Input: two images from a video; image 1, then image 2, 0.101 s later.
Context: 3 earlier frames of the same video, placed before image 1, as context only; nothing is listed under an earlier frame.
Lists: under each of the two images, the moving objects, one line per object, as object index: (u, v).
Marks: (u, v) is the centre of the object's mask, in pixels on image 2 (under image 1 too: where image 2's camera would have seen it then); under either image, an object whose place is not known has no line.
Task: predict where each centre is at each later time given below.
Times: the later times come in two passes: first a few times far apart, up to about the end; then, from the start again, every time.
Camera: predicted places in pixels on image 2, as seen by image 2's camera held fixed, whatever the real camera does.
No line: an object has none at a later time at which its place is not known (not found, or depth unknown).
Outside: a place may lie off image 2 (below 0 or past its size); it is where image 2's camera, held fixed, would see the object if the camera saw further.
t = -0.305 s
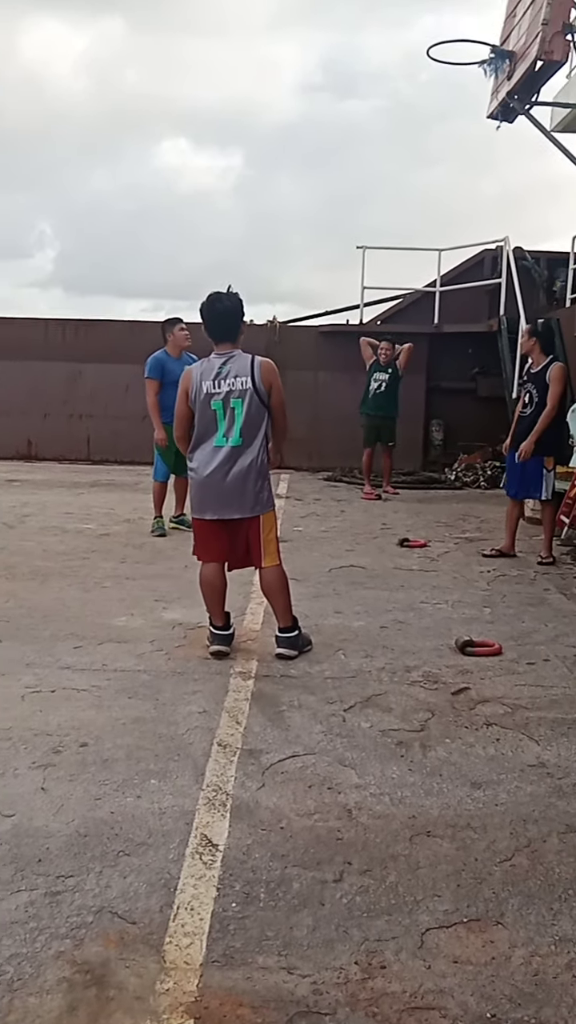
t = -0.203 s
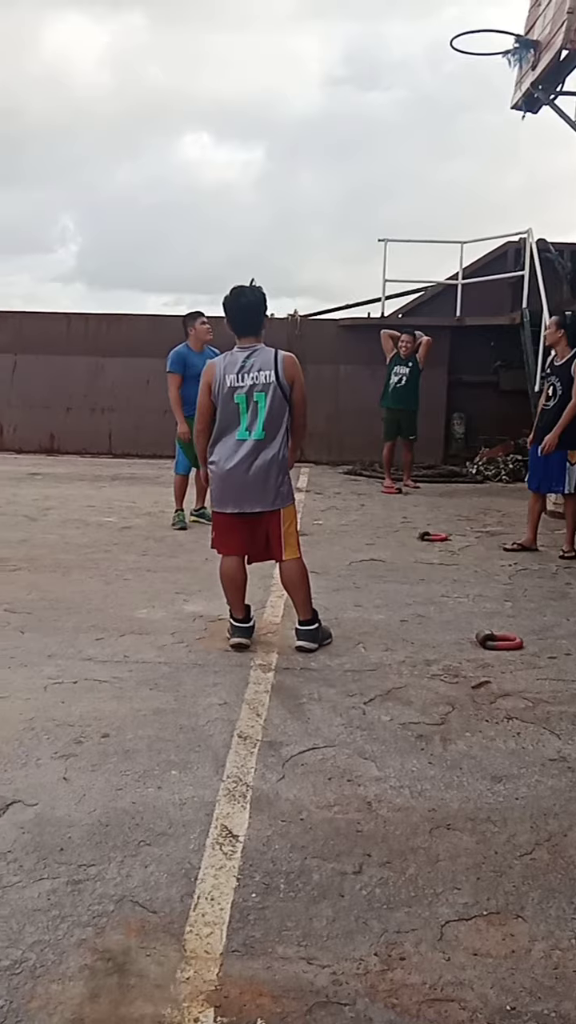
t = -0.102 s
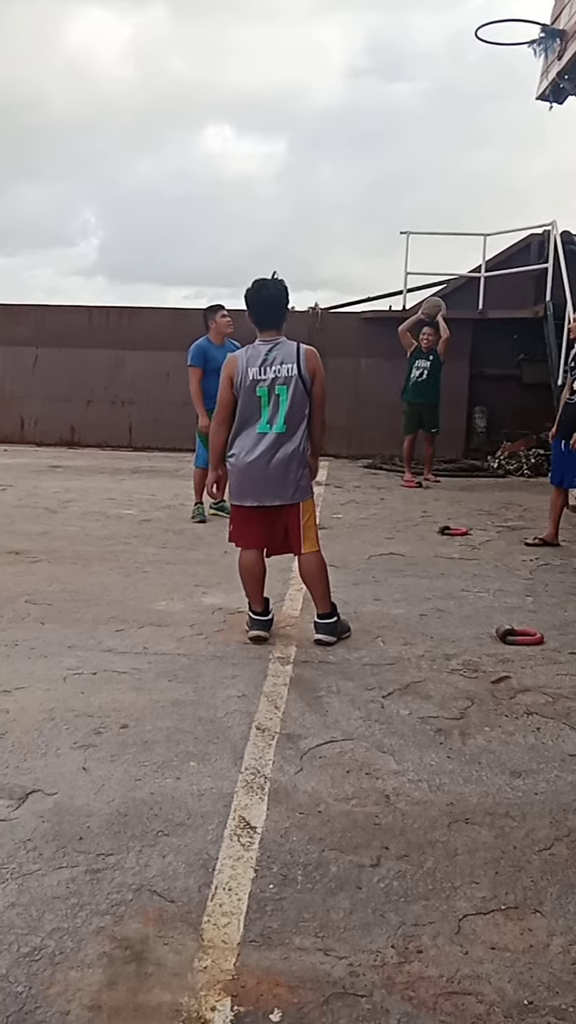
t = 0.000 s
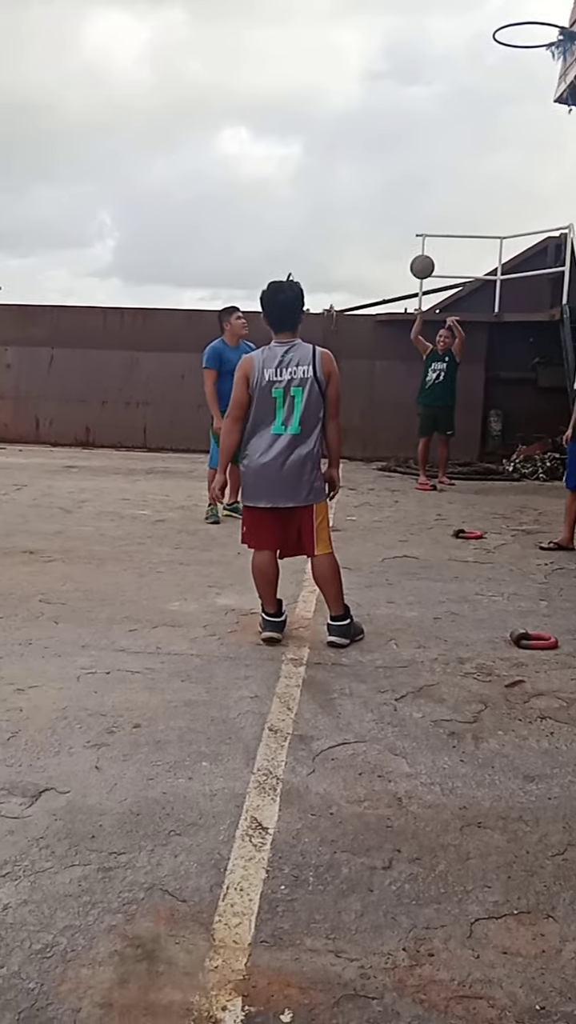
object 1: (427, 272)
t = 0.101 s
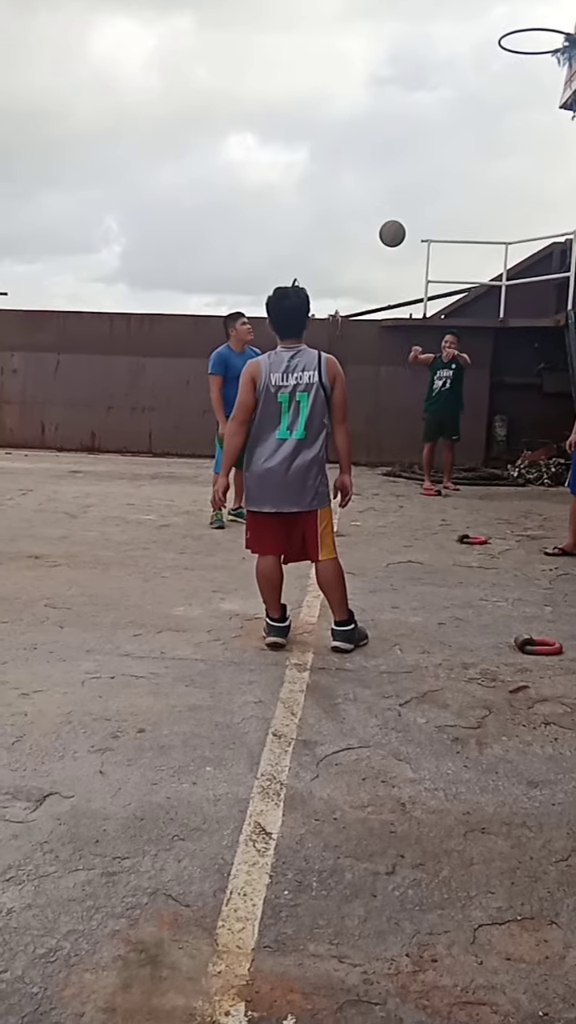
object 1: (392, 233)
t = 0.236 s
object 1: (335, 192)
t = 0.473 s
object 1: (196, 168)
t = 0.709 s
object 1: (-15, 248)
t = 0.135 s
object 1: (379, 222)
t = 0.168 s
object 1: (365, 211)
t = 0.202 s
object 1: (350, 201)
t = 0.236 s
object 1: (335, 192)
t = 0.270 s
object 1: (317, 185)
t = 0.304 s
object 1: (300, 178)
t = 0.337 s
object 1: (282, 173)
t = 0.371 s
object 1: (262, 170)
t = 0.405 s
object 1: (240, 167)
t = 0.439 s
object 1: (218, 166)
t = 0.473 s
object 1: (196, 168)
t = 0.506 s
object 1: (171, 172)
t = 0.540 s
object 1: (144, 176)
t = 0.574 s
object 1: (117, 185)
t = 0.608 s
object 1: (88, 197)
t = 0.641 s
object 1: (55, 210)
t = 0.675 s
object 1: (20, 227)
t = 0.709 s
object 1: (-15, 248)
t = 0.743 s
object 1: (-55, 273)
